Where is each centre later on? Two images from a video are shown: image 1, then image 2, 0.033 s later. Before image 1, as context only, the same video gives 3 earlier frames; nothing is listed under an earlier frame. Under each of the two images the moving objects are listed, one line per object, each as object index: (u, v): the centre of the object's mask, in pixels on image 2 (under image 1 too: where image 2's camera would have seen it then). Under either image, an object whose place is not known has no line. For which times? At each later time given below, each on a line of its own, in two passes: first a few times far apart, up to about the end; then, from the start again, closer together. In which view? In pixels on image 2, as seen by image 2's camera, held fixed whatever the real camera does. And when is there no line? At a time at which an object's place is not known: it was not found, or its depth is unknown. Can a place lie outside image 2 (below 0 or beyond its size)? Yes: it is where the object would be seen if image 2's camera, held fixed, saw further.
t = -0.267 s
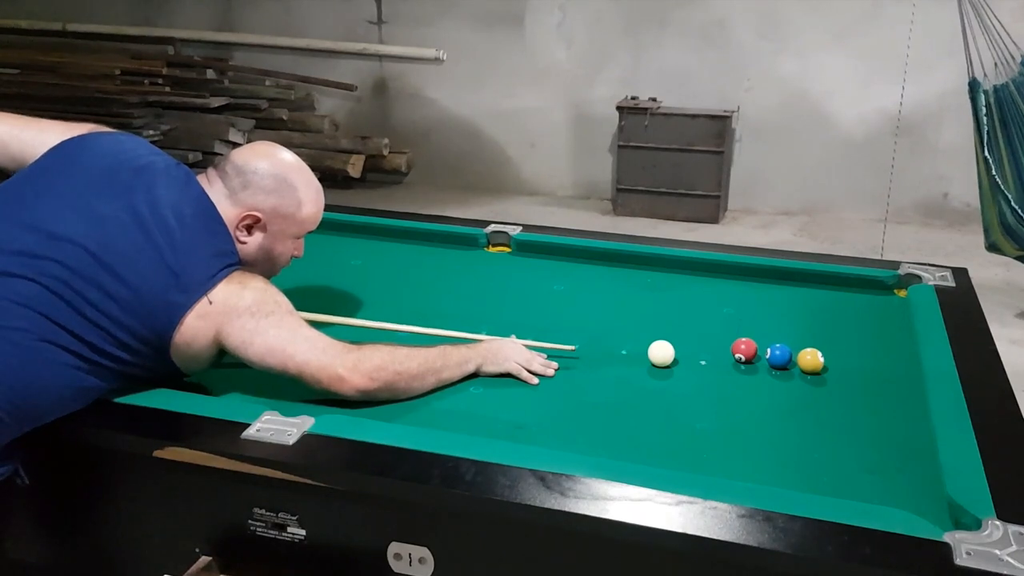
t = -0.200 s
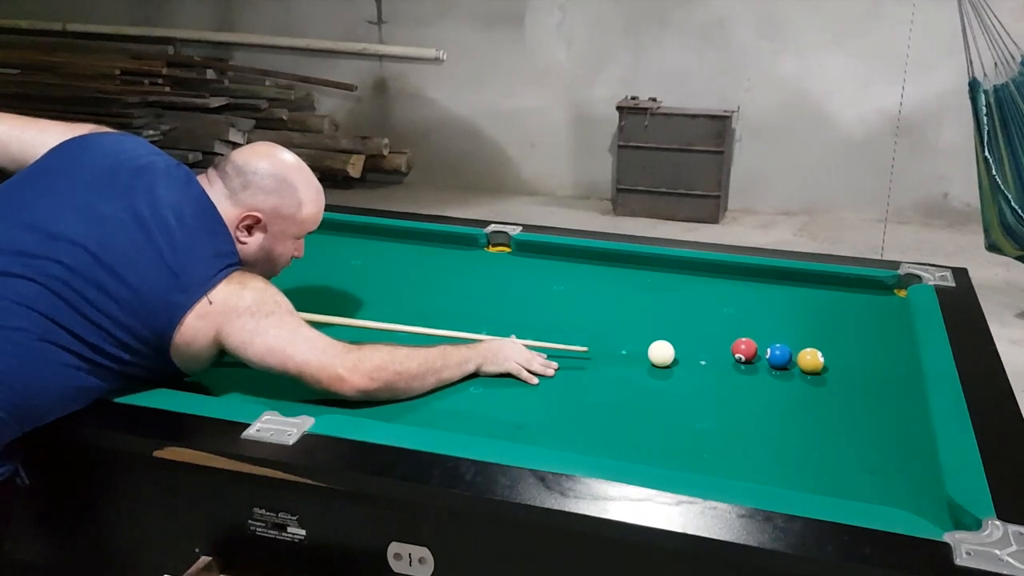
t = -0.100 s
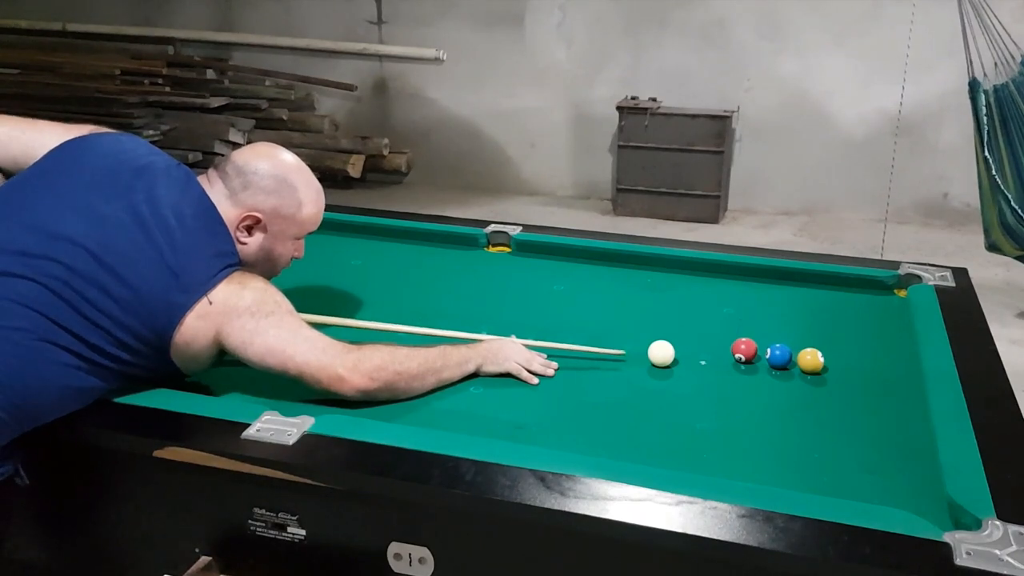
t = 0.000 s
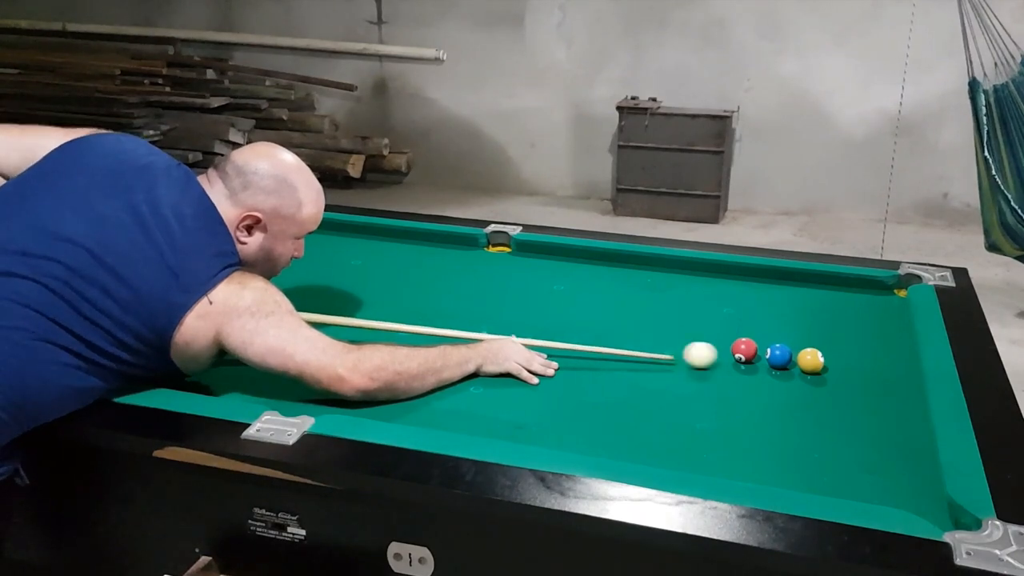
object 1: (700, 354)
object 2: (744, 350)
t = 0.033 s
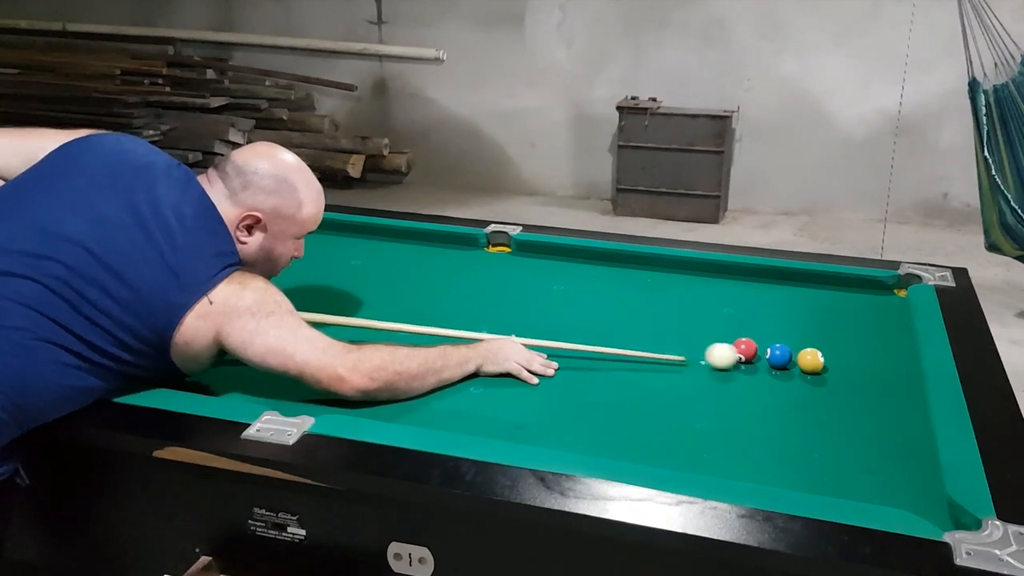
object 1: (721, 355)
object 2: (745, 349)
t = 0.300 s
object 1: (815, 379)
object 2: (792, 331)
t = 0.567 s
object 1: (904, 402)
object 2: (833, 314)
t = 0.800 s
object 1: (866, 406)
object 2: (863, 302)
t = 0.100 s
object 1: (749, 362)
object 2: (757, 342)
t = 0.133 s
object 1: (760, 365)
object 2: (763, 340)
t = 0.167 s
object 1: (771, 367)
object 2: (768, 338)
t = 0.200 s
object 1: (782, 370)
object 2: (775, 335)
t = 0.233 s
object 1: (793, 373)
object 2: (781, 334)
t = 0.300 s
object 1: (815, 379)
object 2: (792, 331)
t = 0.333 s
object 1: (826, 382)
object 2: (798, 328)
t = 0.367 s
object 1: (837, 385)
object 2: (803, 326)
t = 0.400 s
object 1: (849, 387)
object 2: (808, 324)
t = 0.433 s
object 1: (860, 390)
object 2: (813, 322)
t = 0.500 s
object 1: (882, 396)
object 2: (823, 318)
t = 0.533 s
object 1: (893, 399)
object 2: (828, 316)
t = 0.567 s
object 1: (904, 402)
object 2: (833, 314)
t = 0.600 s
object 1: (911, 404)
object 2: (837, 312)
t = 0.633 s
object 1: (902, 404)
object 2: (842, 311)
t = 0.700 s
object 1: (887, 405)
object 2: (851, 307)
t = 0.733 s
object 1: (880, 405)
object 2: (855, 305)
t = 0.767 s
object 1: (873, 406)
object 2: (859, 303)
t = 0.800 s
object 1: (866, 406)
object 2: (863, 302)
